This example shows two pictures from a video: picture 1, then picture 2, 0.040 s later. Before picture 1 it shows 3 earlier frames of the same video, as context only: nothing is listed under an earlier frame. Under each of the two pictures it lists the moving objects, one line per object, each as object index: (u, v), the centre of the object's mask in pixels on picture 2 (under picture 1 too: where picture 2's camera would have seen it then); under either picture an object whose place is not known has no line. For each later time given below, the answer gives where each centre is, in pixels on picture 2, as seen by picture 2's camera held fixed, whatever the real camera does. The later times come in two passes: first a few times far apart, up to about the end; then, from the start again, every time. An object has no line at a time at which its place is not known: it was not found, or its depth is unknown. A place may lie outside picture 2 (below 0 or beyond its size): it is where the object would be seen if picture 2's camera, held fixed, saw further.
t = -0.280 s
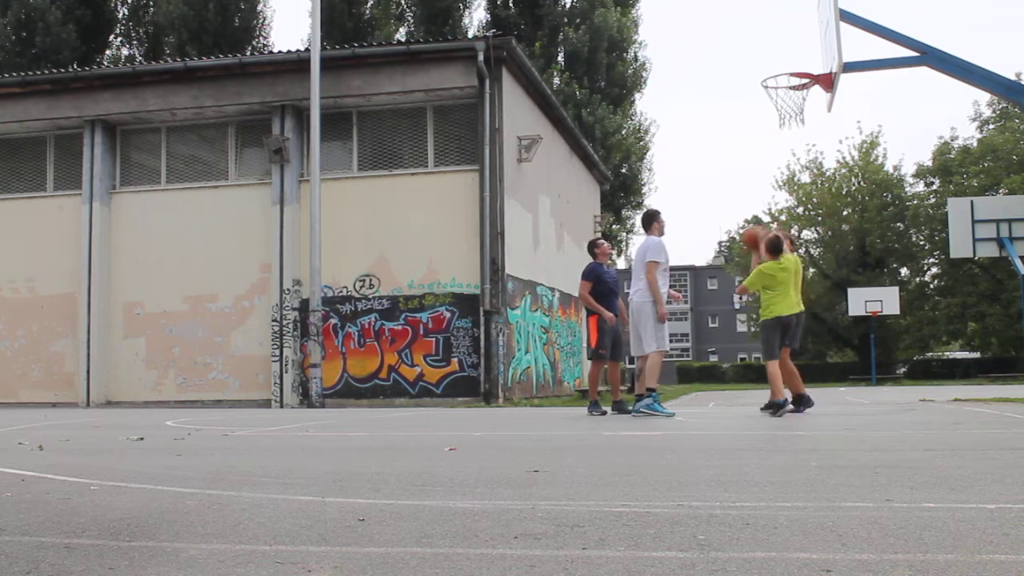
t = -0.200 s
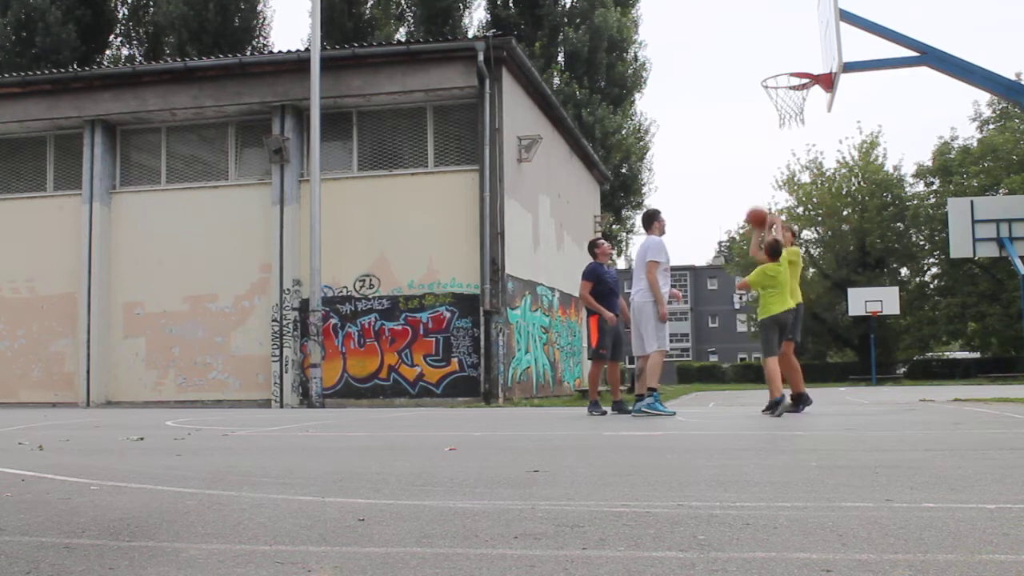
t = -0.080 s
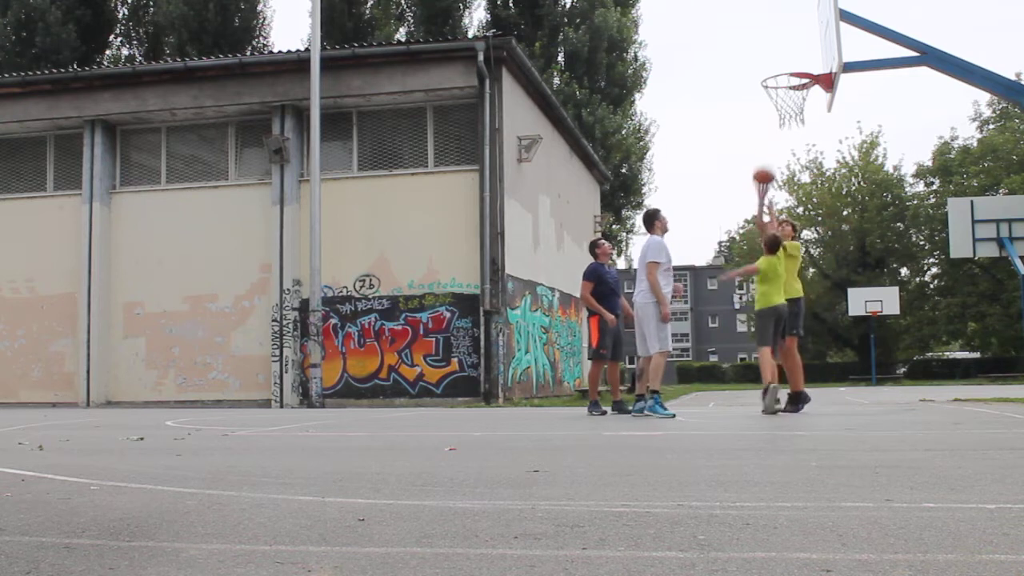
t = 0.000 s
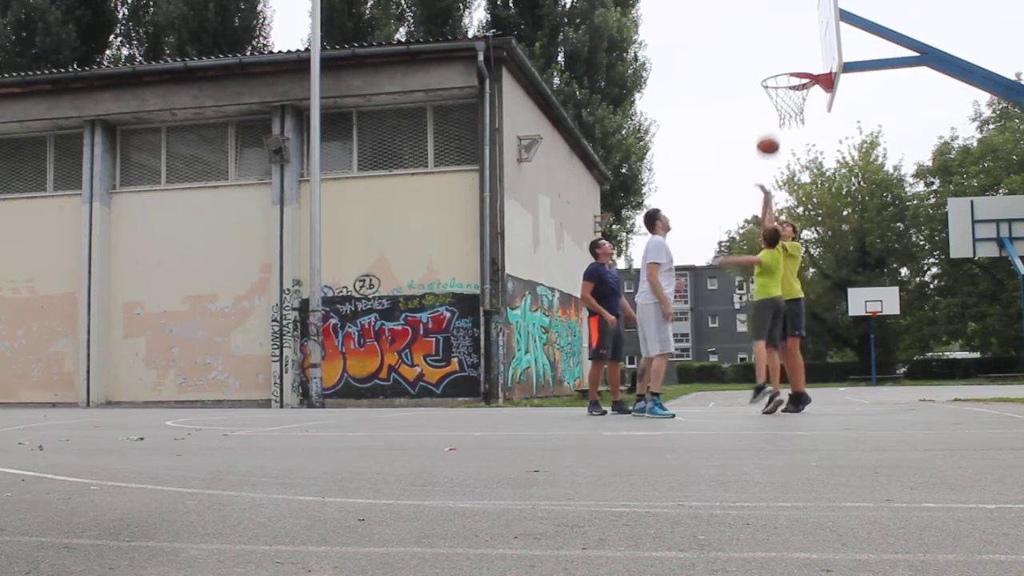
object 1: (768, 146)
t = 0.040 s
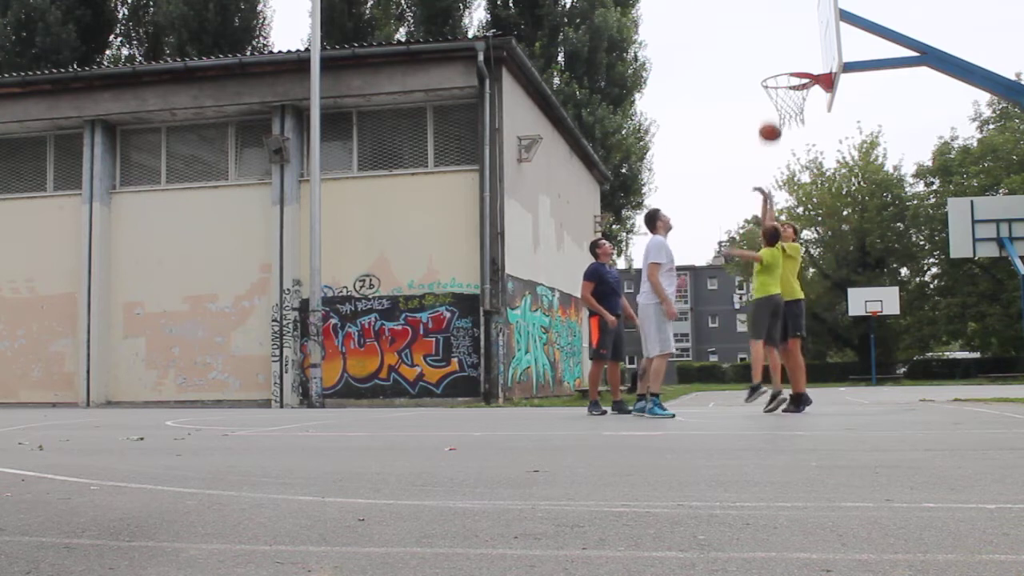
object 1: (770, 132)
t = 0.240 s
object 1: (782, 85)
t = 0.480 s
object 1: (797, 67)
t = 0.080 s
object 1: (771, 120)
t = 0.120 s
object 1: (770, 110)
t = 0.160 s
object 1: (777, 100)
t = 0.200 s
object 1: (779, 92)
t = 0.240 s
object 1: (782, 85)
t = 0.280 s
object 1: (785, 79)
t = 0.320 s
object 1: (787, 76)
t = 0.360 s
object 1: (790, 73)
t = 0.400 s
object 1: (792, 69)
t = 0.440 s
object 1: (794, 67)
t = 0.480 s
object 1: (797, 67)
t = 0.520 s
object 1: (799, 68)
